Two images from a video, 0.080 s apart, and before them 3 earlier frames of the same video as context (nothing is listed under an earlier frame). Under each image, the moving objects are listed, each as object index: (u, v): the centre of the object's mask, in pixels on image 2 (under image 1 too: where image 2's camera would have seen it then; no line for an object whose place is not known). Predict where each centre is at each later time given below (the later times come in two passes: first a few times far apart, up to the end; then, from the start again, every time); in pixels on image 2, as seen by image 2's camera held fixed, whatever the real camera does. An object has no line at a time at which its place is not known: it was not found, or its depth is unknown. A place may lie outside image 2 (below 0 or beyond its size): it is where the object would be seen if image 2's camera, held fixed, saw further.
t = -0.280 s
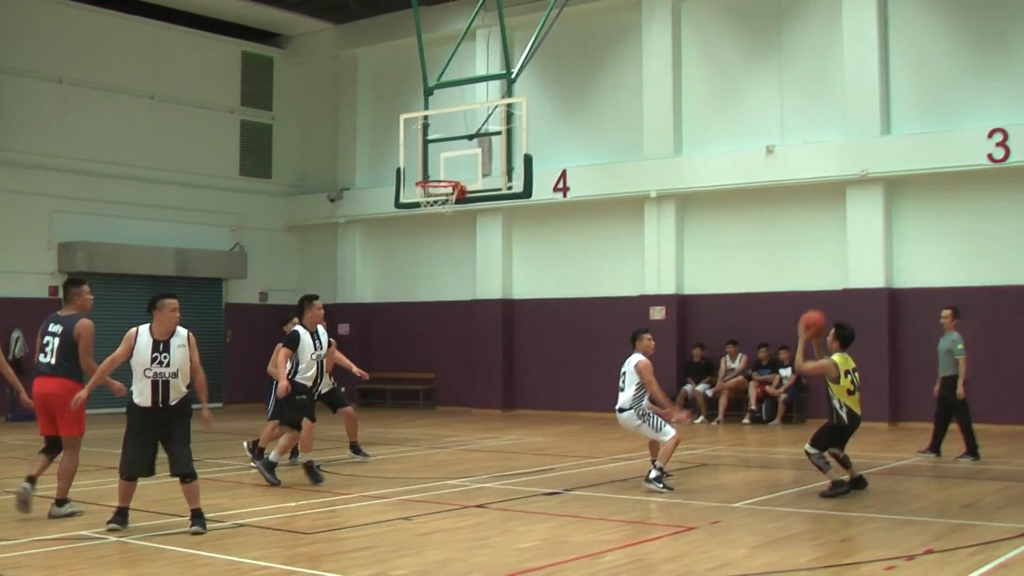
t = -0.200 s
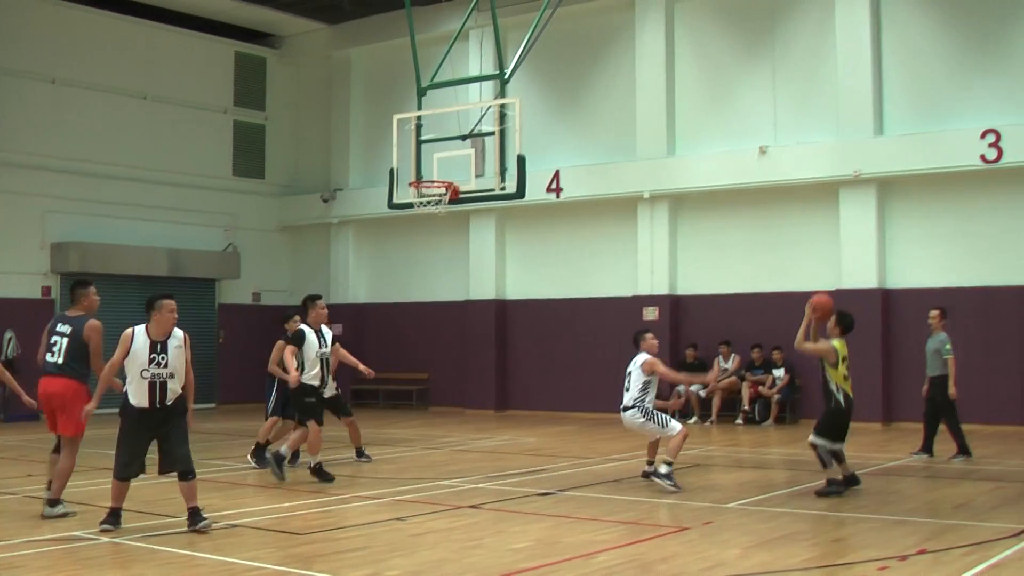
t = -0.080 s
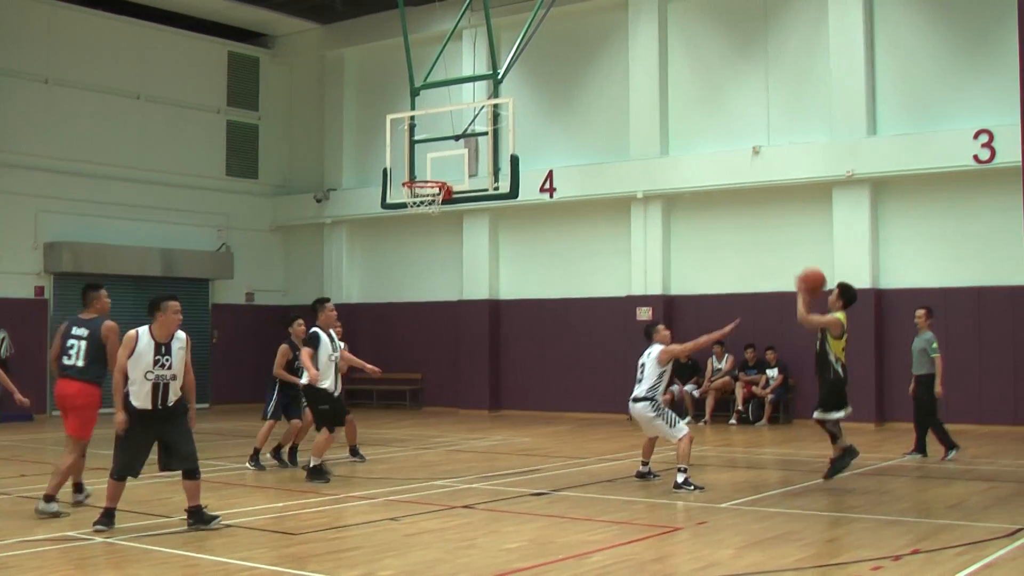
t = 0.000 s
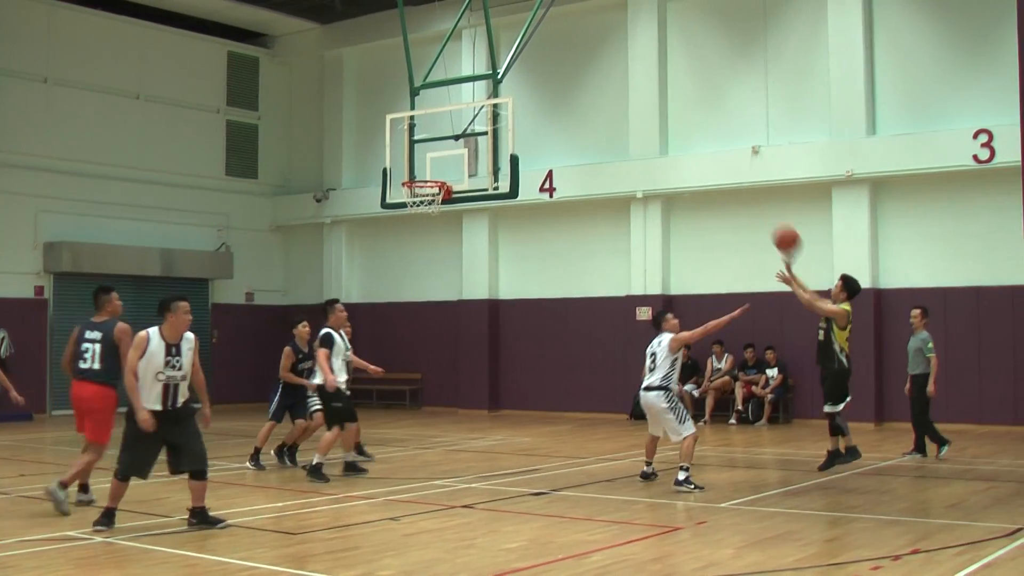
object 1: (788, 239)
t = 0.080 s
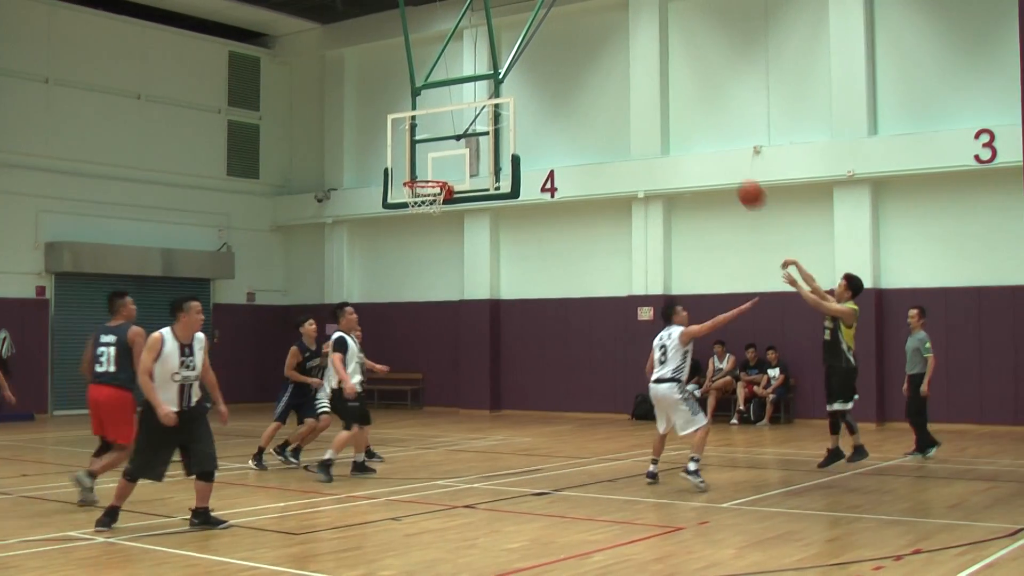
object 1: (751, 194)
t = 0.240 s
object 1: (680, 126)
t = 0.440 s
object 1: (600, 84)
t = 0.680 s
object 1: (513, 85)
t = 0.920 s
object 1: (434, 135)
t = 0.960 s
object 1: (422, 148)
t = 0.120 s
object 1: (732, 174)
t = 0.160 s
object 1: (714, 156)
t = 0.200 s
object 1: (697, 140)
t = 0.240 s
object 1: (680, 126)
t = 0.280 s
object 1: (663, 114)
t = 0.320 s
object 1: (647, 105)
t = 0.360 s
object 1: (631, 96)
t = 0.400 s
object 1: (616, 89)
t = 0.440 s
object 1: (600, 84)
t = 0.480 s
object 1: (585, 80)
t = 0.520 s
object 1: (570, 79)
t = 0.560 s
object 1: (556, 78)
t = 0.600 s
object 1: (541, 79)
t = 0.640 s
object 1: (527, 81)
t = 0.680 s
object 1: (513, 85)
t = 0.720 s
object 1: (499, 90)
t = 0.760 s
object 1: (486, 96)
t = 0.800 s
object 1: (472, 105)
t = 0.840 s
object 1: (459, 114)
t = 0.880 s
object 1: (447, 124)
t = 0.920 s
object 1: (434, 135)
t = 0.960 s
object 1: (422, 148)
